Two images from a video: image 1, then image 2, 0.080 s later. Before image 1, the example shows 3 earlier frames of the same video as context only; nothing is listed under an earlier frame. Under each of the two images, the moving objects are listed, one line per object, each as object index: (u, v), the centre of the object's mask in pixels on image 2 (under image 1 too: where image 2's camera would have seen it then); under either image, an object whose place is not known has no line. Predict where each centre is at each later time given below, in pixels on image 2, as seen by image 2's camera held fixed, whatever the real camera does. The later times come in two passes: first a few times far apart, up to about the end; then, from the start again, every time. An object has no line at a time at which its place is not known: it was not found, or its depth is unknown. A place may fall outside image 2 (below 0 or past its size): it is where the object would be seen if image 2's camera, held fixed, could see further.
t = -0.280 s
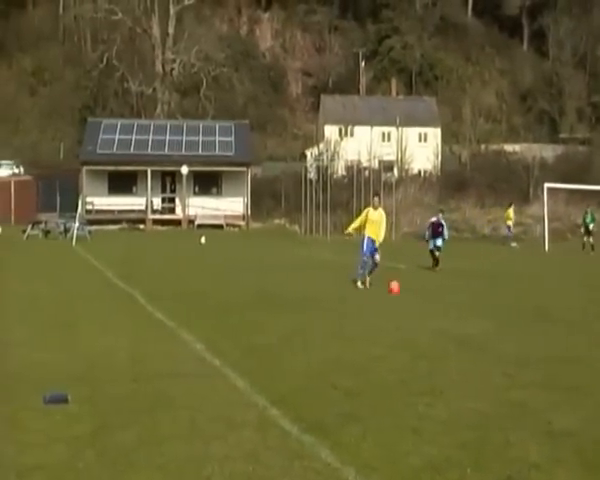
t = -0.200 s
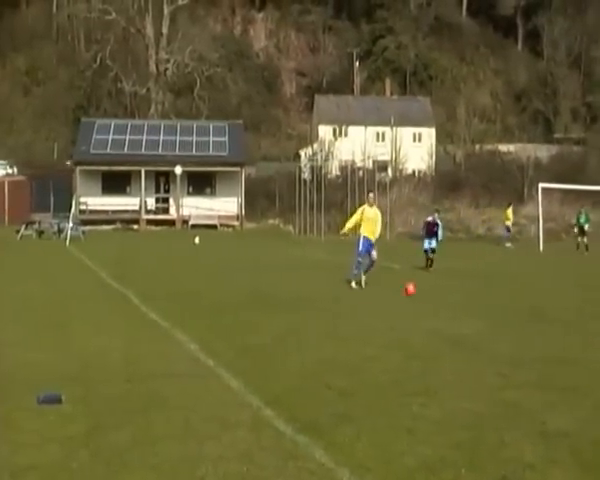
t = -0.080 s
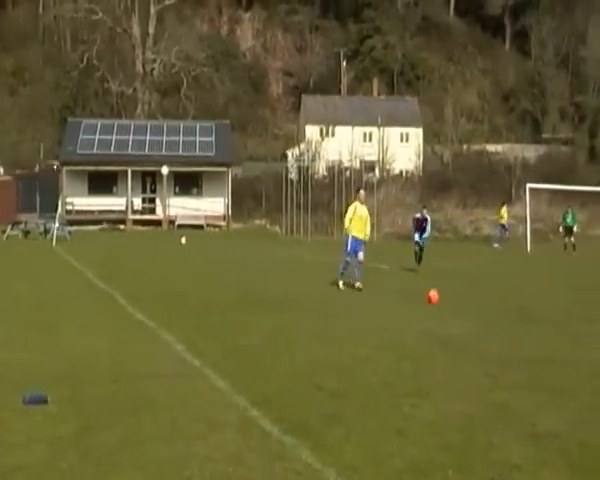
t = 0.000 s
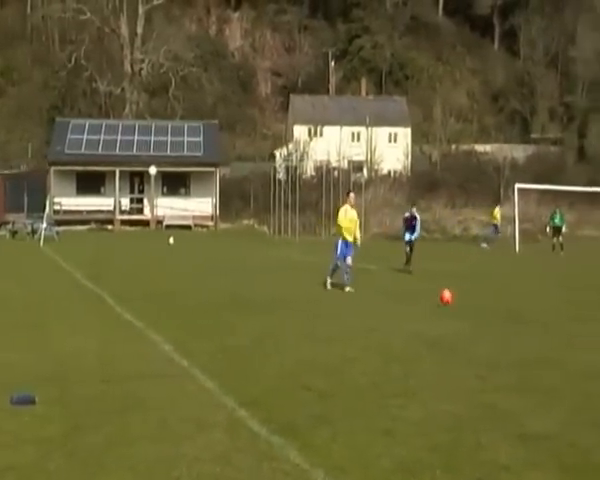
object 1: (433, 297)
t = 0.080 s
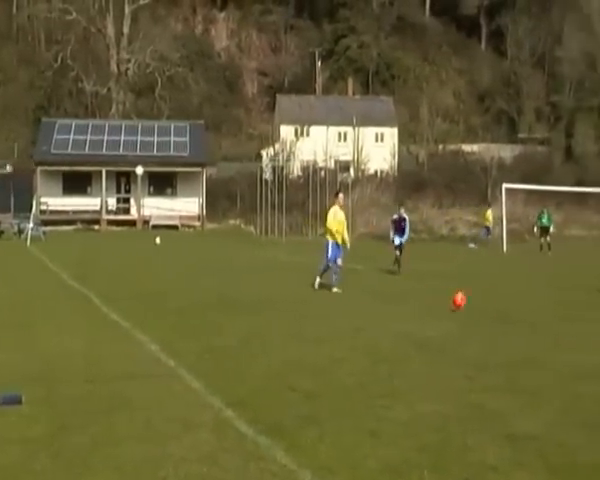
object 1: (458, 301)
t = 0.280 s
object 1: (529, 318)
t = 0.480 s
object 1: (592, 321)
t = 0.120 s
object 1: (473, 304)
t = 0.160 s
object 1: (487, 310)
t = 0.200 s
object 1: (502, 316)
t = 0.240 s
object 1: (516, 319)
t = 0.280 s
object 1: (529, 318)
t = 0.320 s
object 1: (542, 319)
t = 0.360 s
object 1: (554, 318)
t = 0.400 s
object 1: (566, 318)
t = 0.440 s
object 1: (579, 319)
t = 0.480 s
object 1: (592, 321)
